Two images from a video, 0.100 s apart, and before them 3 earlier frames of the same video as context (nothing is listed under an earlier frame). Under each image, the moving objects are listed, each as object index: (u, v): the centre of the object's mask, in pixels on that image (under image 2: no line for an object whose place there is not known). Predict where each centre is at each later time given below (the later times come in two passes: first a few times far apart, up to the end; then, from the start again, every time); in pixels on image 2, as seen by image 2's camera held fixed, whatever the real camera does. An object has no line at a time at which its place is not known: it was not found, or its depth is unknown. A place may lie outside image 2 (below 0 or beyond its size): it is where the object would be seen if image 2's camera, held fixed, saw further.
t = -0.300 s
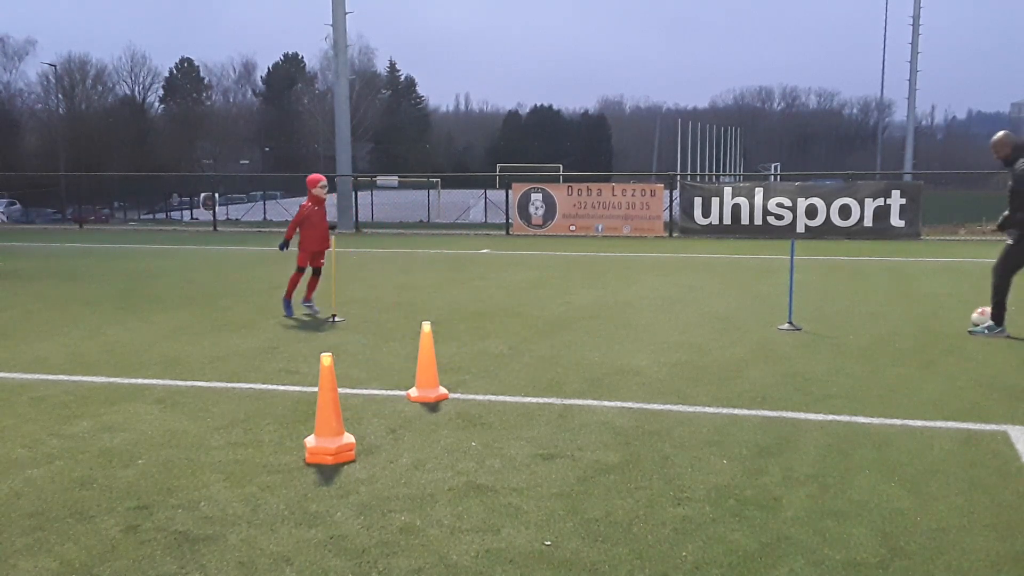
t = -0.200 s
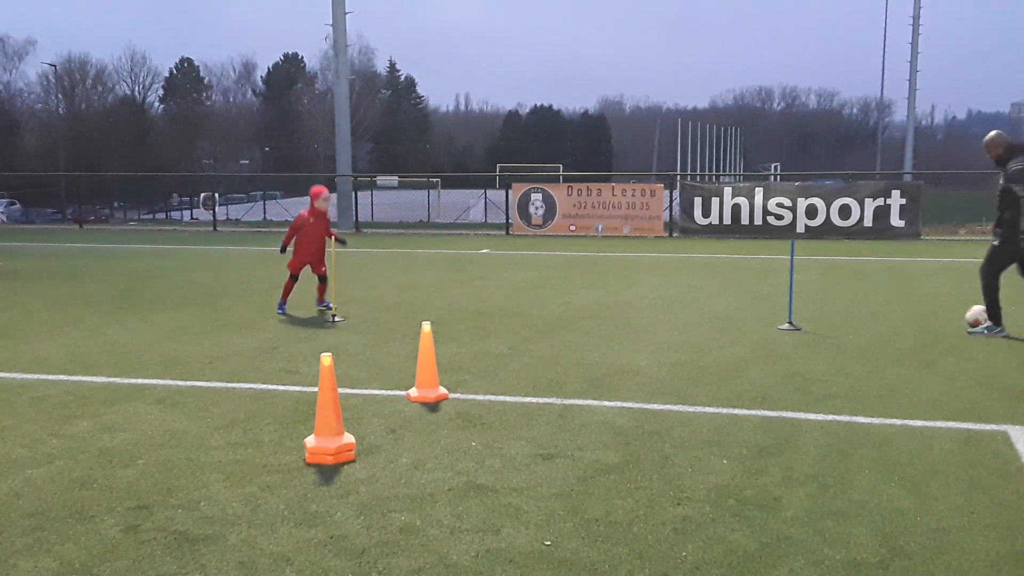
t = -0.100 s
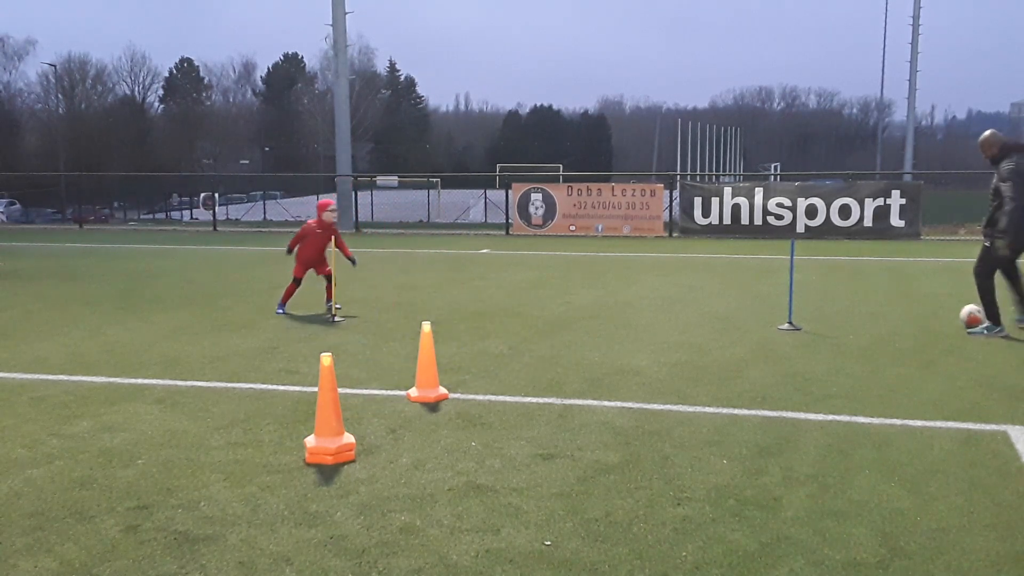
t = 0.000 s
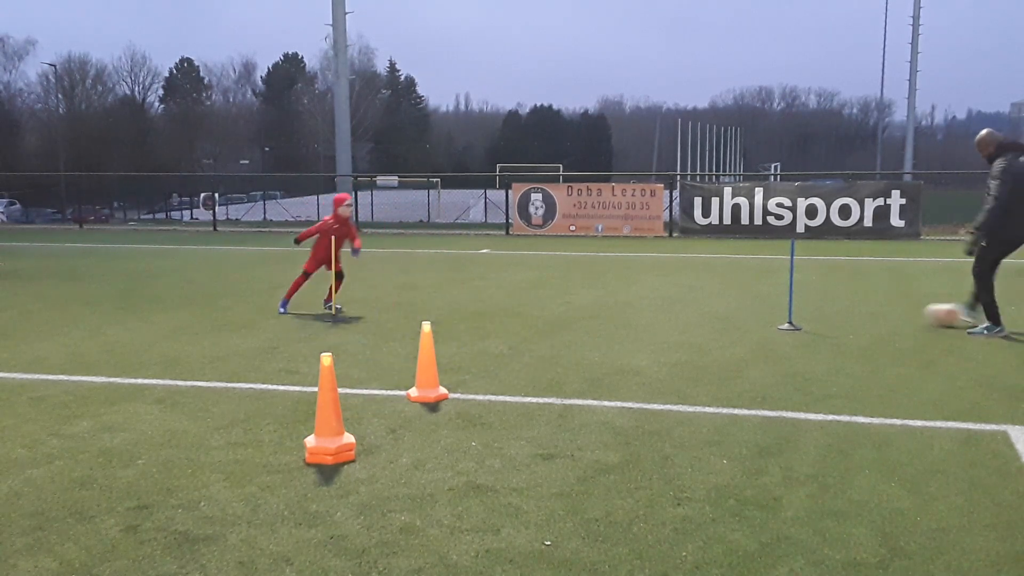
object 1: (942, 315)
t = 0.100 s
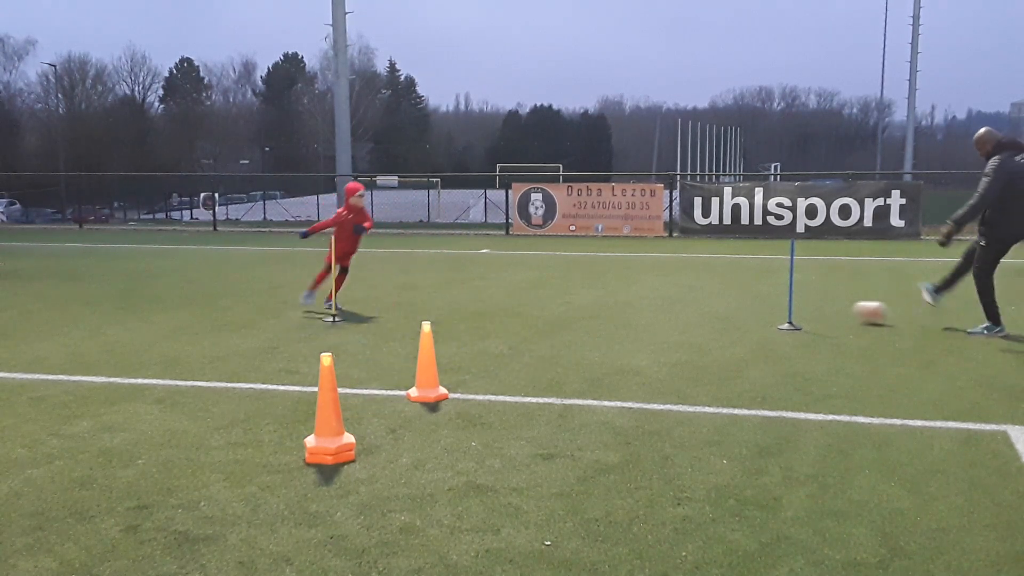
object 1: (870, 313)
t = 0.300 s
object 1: (747, 309)
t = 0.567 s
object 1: (620, 305)
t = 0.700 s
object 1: (568, 304)
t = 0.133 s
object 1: (848, 312)
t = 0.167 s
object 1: (827, 312)
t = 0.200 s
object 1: (806, 311)
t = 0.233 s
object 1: (785, 310)
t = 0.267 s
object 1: (765, 310)
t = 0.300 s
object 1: (747, 309)
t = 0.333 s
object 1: (729, 309)
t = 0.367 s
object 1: (712, 308)
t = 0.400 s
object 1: (695, 308)
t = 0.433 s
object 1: (679, 307)
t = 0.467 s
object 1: (664, 307)
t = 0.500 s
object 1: (649, 306)
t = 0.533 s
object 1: (634, 305)
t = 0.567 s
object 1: (620, 305)
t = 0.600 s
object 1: (608, 305)
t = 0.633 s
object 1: (594, 304)
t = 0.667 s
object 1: (581, 304)
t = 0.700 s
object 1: (568, 304)
